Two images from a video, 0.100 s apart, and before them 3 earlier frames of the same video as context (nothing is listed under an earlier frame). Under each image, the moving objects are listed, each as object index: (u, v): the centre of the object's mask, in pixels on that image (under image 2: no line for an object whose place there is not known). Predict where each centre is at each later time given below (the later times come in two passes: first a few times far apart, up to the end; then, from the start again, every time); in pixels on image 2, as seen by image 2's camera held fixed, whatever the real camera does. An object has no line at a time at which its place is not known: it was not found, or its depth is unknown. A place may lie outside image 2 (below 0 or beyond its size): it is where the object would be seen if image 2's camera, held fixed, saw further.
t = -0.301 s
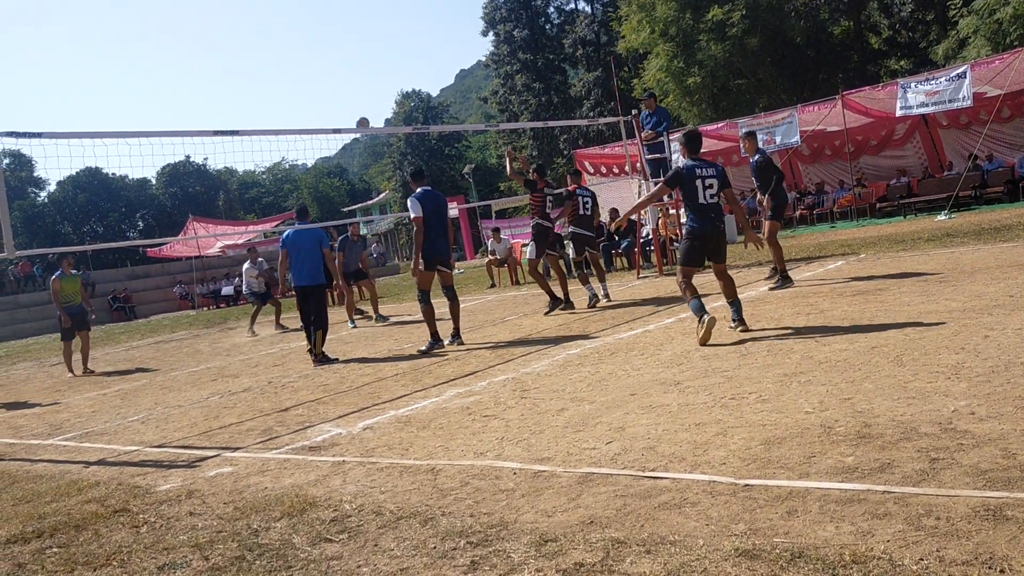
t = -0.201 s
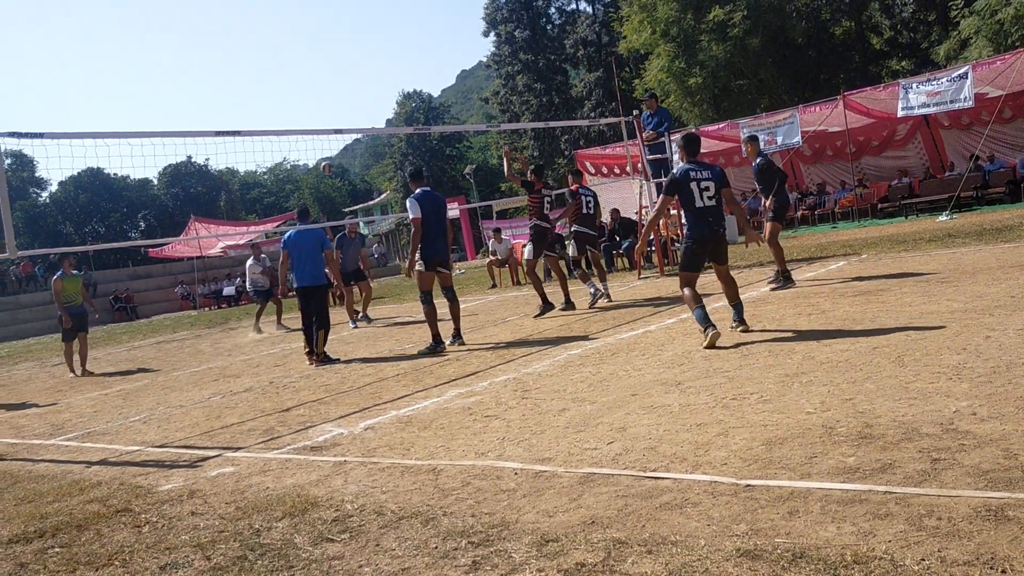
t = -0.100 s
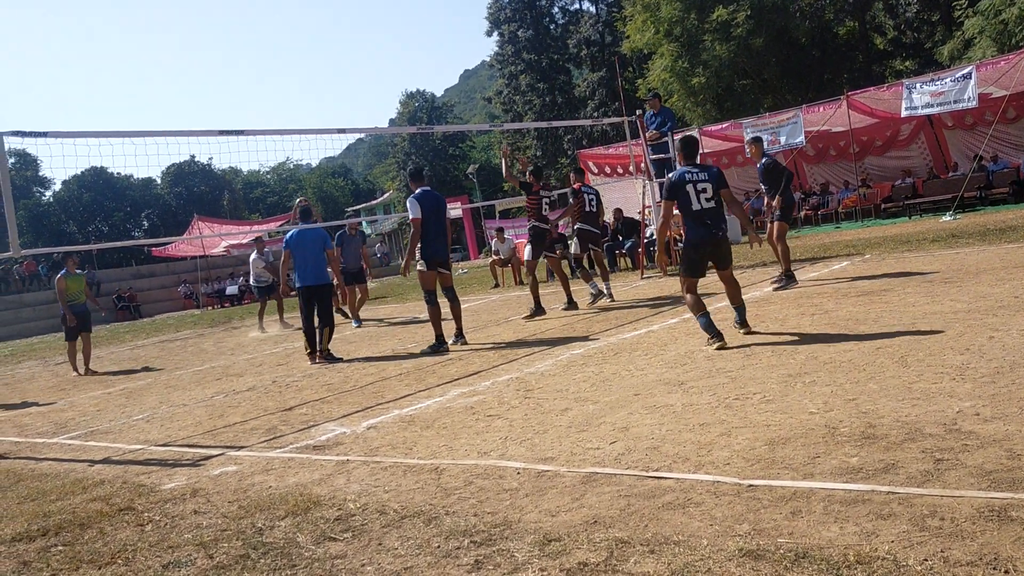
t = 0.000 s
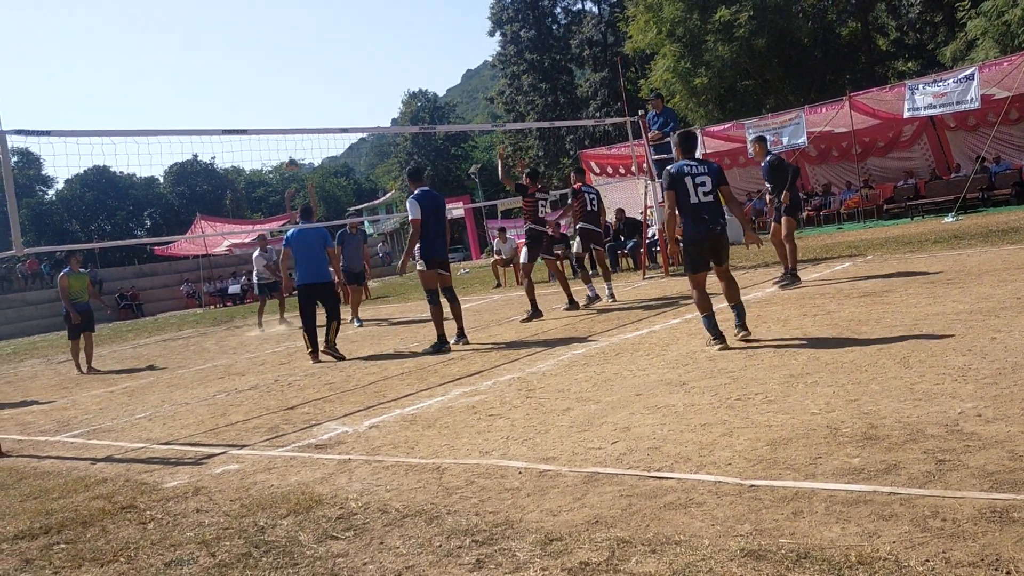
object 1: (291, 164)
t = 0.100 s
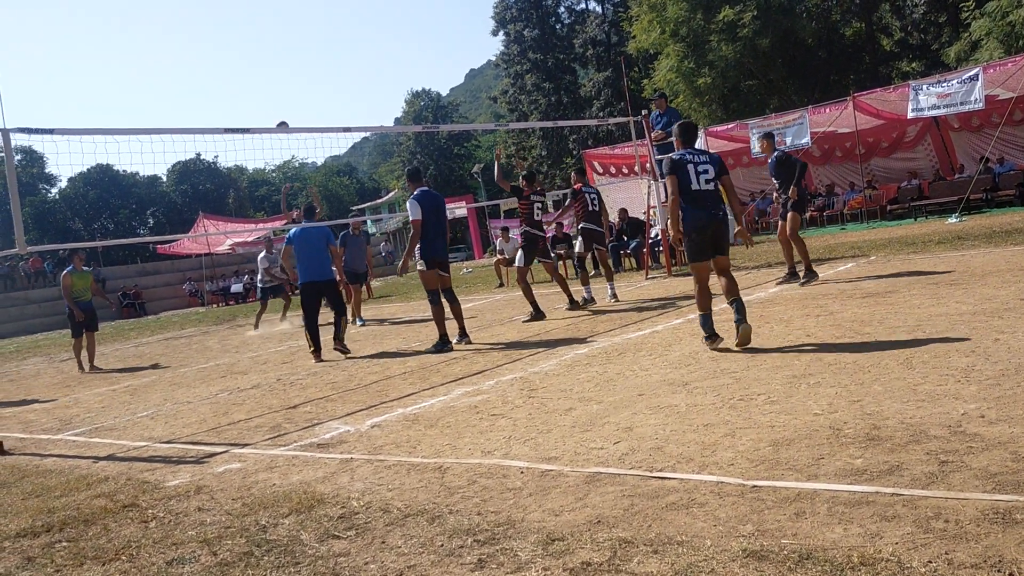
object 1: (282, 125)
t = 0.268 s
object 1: (263, 77)
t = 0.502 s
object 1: (238, 33)
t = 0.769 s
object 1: (216, 26)
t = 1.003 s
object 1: (203, 66)
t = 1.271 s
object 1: (194, 171)
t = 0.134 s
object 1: (278, 116)
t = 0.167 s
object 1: (274, 106)
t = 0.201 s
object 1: (270, 95)
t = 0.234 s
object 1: (266, 86)
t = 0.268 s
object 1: (263, 77)
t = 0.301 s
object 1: (259, 69)
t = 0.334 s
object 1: (255, 61)
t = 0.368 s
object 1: (252, 54)
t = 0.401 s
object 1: (248, 48)
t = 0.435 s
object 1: (245, 42)
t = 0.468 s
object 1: (242, 37)
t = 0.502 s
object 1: (238, 33)
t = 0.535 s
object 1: (235, 29)
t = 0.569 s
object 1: (232, 27)
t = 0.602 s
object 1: (229, 25)
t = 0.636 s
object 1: (227, 23)
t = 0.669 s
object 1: (224, 23)
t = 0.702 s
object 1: (221, 24)
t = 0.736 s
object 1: (219, 24)
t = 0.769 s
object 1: (216, 26)
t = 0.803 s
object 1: (214, 29)
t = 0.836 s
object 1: (212, 33)
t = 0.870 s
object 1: (210, 38)
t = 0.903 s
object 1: (208, 44)
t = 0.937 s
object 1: (206, 50)
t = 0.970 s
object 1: (204, 58)
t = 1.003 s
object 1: (203, 66)
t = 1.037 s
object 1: (201, 76)
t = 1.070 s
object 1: (200, 86)
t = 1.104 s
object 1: (199, 98)
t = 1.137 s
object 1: (198, 110)
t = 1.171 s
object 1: (197, 122)
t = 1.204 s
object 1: (196, 140)
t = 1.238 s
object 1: (195, 154)
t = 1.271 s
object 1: (194, 171)
